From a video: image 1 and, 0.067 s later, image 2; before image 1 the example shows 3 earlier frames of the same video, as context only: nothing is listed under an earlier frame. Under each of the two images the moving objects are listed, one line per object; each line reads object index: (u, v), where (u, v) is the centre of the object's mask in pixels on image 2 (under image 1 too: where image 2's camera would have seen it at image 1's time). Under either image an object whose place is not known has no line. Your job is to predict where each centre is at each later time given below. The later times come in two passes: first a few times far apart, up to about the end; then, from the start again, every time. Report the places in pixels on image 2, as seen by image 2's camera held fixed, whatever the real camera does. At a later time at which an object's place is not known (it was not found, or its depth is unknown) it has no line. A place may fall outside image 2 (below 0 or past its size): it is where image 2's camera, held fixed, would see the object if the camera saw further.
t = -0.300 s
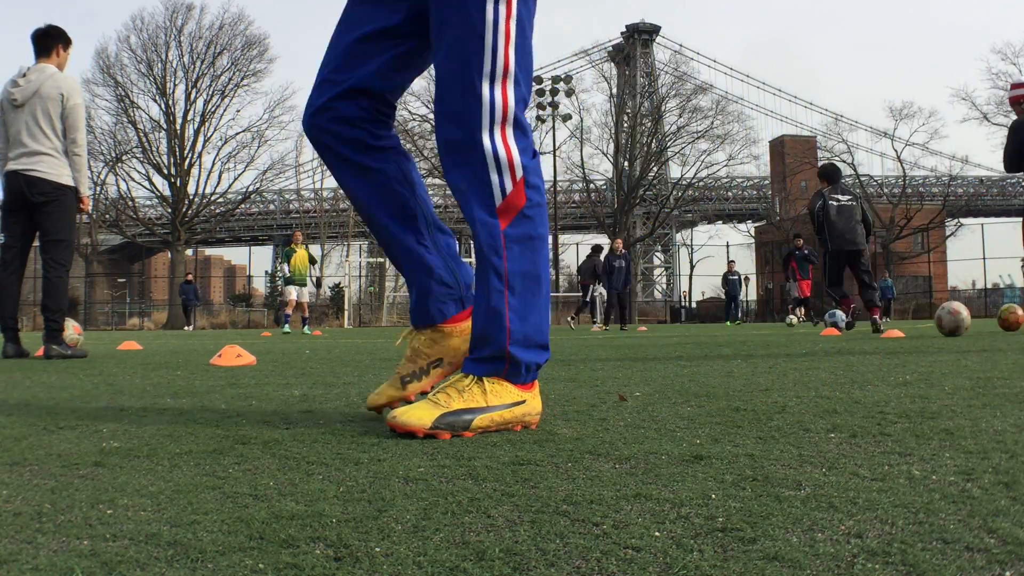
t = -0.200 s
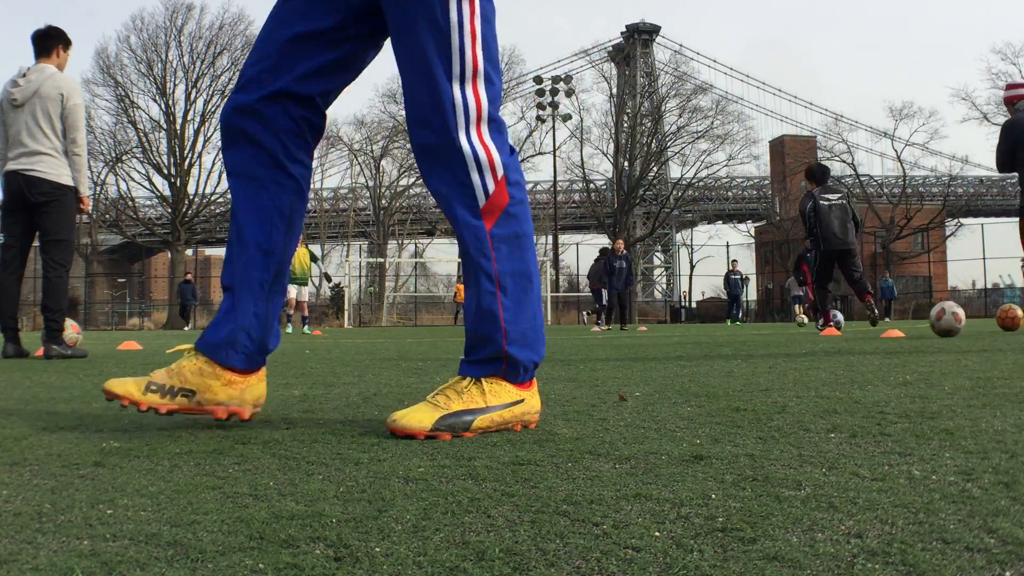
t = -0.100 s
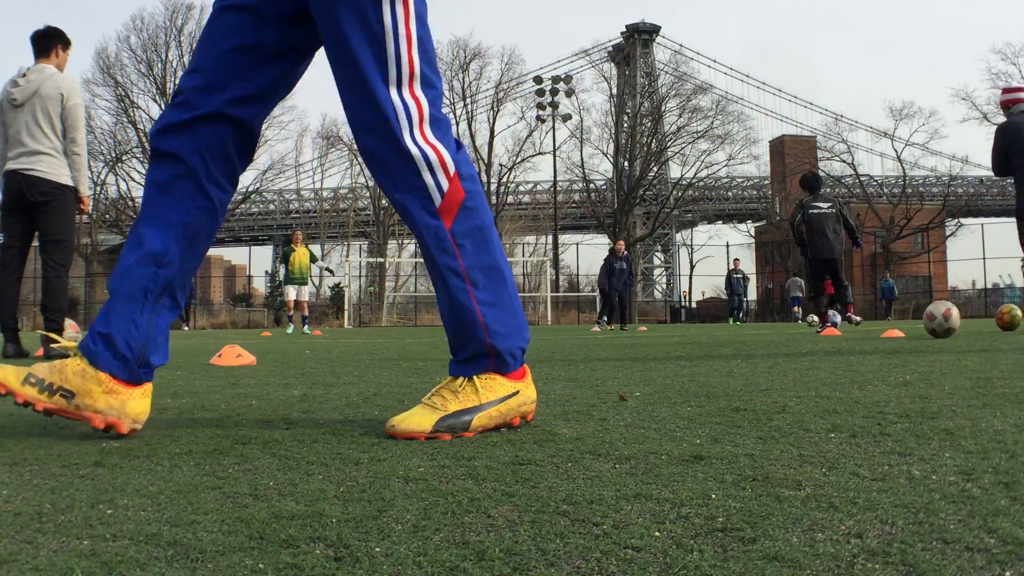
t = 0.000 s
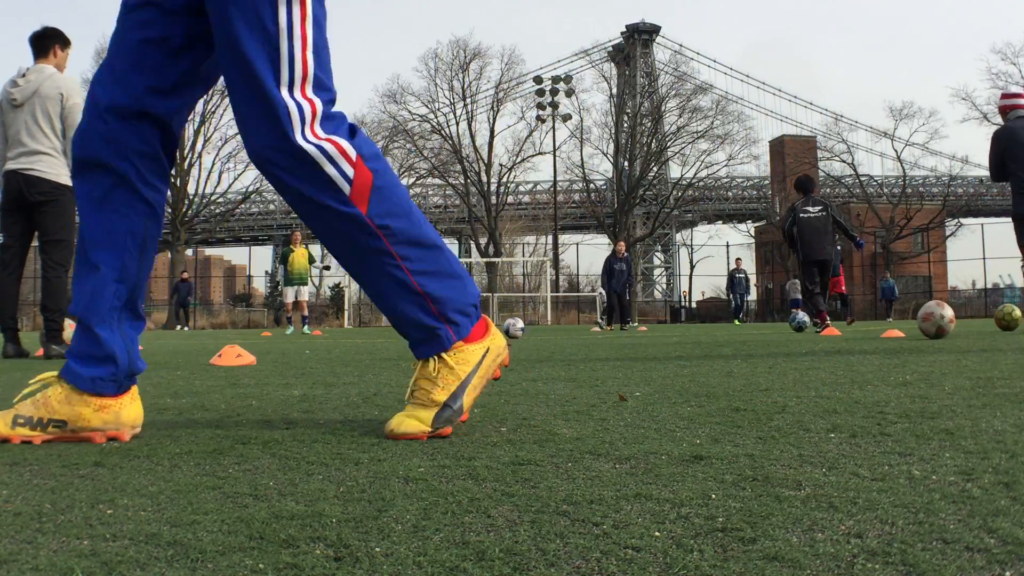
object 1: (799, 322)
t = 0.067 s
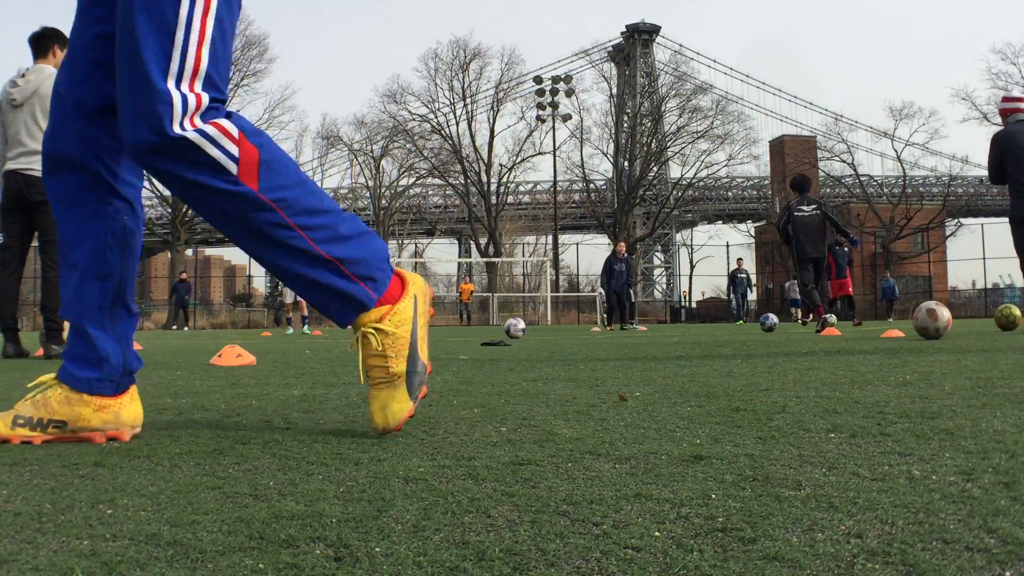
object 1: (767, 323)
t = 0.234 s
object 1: (711, 322)
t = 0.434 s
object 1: (663, 322)
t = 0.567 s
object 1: (640, 322)
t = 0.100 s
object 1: (754, 322)
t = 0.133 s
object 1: (742, 322)
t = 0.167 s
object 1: (730, 323)
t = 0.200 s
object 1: (719, 323)
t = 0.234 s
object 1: (711, 322)
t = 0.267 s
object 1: (701, 321)
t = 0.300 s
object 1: (693, 322)
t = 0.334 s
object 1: (685, 323)
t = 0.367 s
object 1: (677, 322)
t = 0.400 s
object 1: (671, 321)
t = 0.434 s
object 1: (663, 322)
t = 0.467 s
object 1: (657, 323)
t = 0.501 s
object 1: (651, 323)
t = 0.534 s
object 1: (645, 322)
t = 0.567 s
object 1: (640, 322)
